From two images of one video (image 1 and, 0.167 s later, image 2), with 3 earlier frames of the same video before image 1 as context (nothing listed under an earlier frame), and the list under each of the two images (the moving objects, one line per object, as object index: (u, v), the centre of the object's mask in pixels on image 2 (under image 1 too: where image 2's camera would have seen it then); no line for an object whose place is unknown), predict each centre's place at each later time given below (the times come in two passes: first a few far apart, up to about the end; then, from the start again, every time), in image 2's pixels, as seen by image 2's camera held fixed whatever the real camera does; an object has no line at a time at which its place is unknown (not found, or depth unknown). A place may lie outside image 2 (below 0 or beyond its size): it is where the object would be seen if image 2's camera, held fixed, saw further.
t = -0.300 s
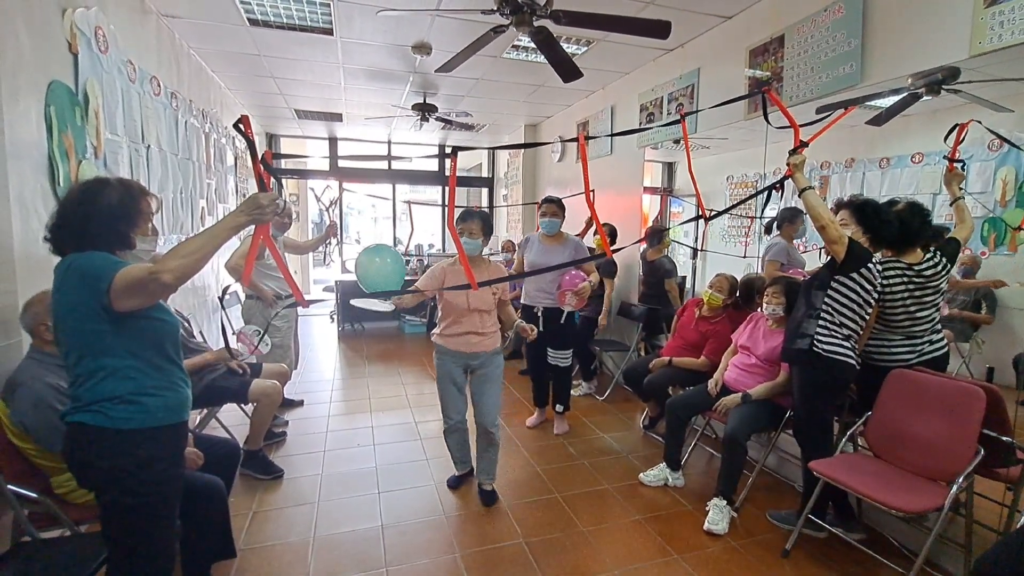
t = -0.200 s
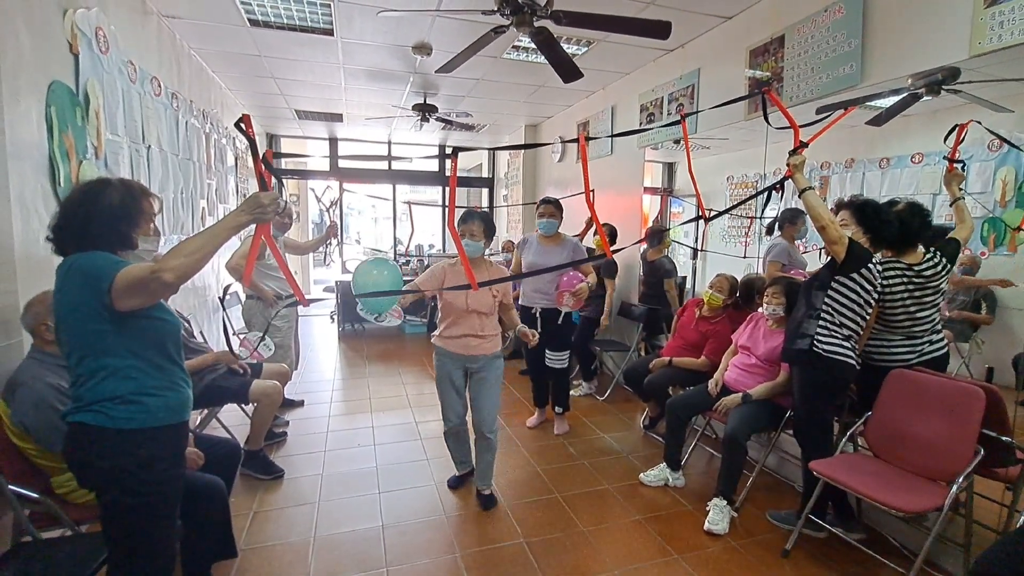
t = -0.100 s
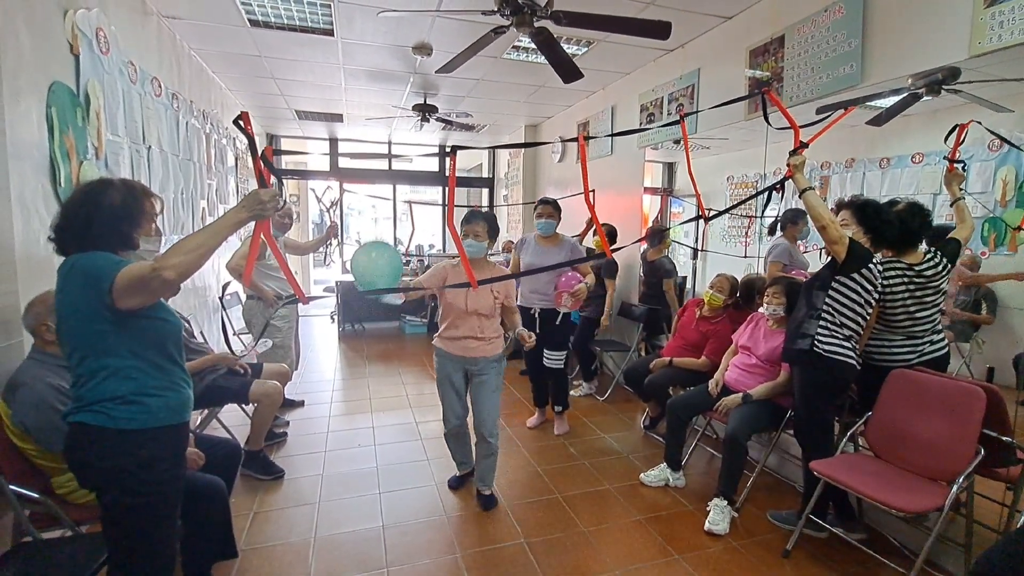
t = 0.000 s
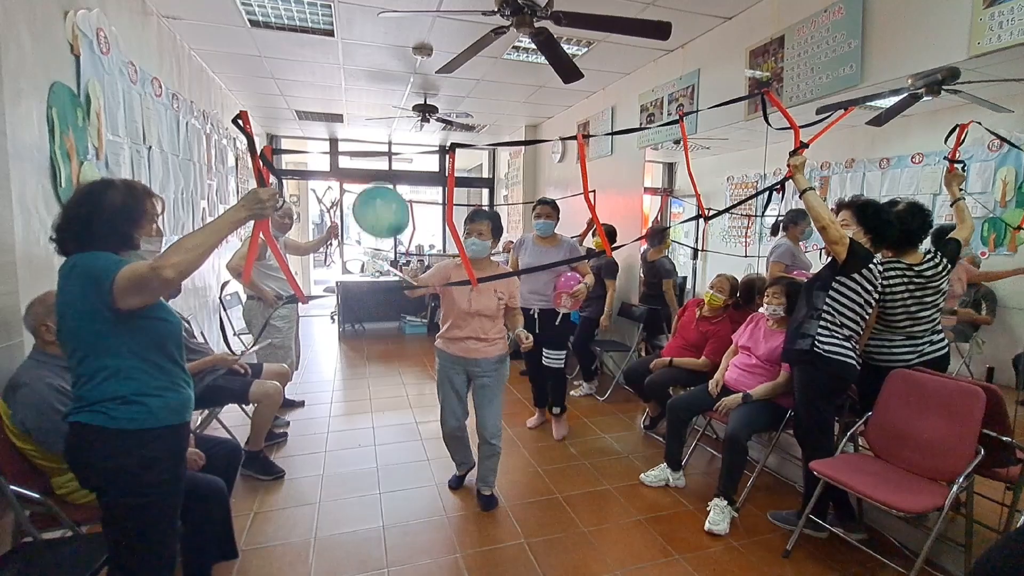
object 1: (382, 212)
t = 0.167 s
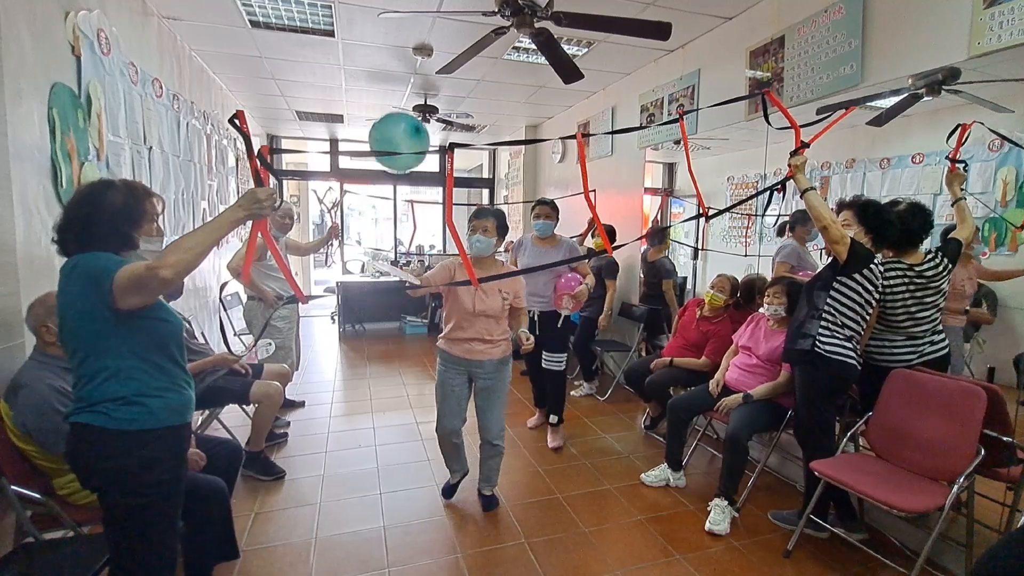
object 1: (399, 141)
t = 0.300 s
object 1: (416, 104)
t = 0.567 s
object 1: (440, 76)
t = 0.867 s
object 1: (445, 104)
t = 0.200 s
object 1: (404, 130)
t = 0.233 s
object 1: (408, 120)
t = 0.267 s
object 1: (412, 112)
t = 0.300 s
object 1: (416, 104)
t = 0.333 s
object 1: (420, 97)
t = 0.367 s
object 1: (424, 91)
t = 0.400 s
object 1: (428, 86)
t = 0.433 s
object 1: (431, 82)
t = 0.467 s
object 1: (433, 80)
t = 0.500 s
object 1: (436, 77)
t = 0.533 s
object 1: (438, 76)
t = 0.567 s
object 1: (440, 76)
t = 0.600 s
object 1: (441, 77)
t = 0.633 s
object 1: (443, 78)
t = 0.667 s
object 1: (444, 81)
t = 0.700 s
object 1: (445, 84)
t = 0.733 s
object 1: (445, 87)
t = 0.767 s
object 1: (446, 91)
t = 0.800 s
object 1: (446, 95)
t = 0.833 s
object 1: (446, 100)
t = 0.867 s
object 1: (445, 104)
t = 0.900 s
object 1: (444, 107)
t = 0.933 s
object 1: (444, 118)
